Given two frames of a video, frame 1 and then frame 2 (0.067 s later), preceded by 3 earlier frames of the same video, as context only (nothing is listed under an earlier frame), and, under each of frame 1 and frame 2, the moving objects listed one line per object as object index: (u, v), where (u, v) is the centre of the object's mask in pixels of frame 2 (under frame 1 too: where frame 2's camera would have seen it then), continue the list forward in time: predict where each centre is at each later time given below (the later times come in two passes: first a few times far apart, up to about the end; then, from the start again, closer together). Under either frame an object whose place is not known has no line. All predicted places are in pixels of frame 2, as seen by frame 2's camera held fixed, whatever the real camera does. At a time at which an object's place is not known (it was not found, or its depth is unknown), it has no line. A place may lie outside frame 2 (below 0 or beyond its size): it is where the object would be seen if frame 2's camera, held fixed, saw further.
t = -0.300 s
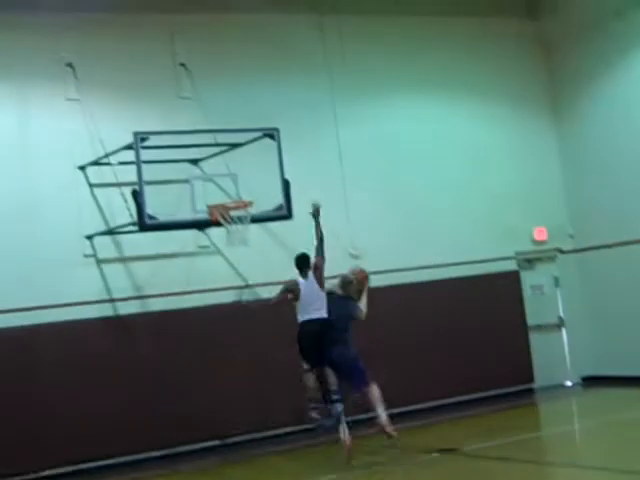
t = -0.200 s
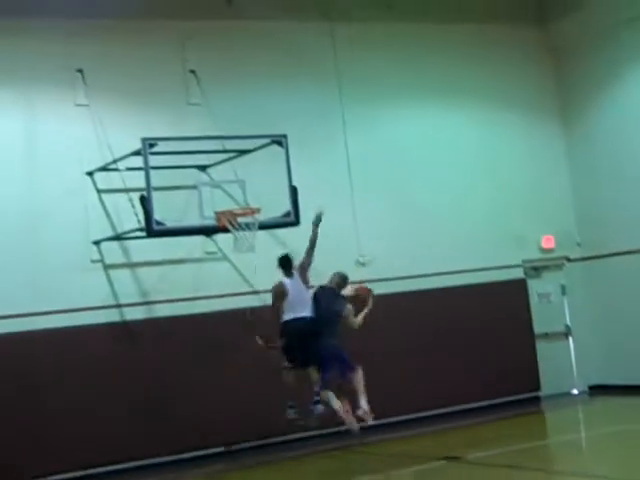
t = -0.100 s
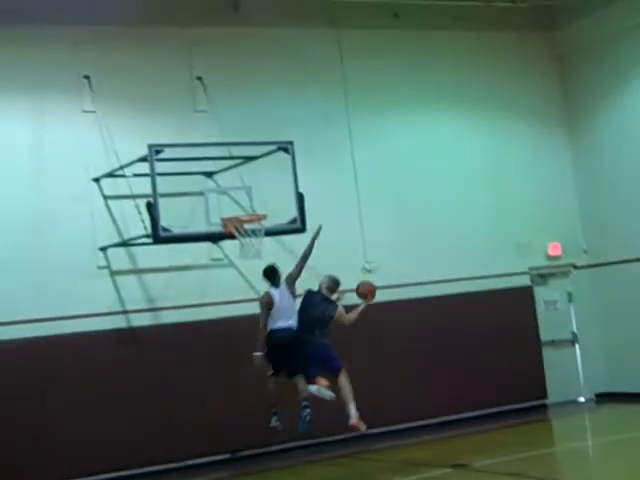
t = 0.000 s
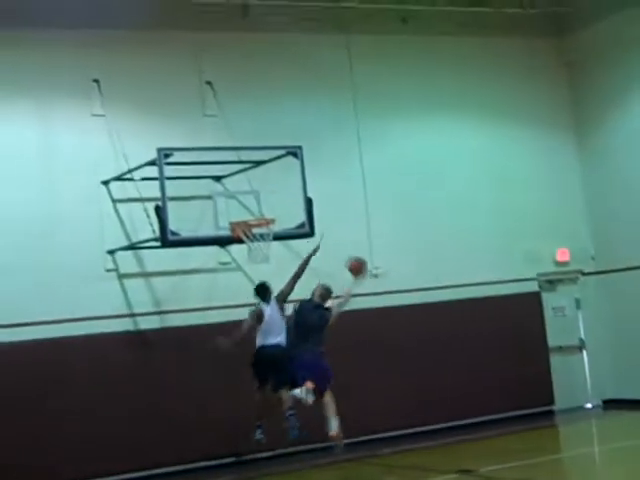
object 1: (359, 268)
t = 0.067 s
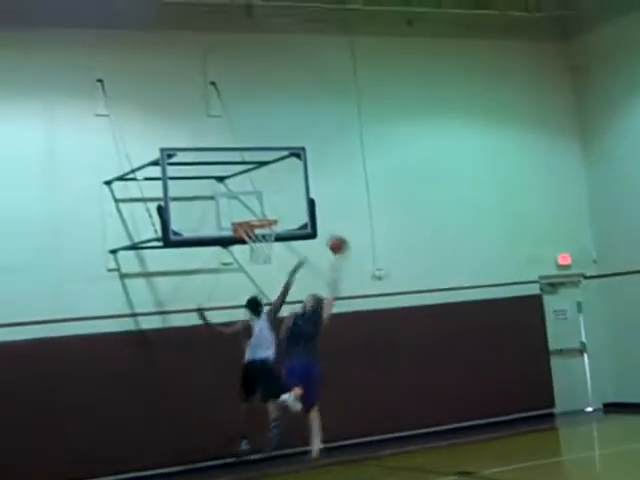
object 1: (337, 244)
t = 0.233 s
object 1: (283, 204)
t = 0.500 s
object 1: (253, 204)
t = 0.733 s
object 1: (247, 202)
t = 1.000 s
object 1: (251, 212)
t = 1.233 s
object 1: (258, 252)
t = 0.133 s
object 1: (317, 225)
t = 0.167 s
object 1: (306, 218)
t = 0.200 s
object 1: (293, 210)
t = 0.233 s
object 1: (283, 204)
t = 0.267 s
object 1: (279, 201)
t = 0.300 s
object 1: (275, 198)
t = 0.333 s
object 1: (271, 197)
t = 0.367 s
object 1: (267, 197)
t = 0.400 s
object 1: (263, 197)
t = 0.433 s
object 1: (260, 198)
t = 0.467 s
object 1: (256, 201)
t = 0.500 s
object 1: (253, 204)
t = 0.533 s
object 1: (249, 208)
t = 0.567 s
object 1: (247, 210)
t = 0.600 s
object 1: (247, 206)
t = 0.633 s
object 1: (247, 204)
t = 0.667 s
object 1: (247, 202)
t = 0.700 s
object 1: (247, 202)
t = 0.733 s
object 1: (247, 202)
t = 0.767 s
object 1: (247, 203)
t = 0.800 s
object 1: (247, 205)
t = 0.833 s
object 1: (247, 209)
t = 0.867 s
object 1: (247, 211)
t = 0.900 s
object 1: (248, 211)
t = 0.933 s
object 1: (249, 210)
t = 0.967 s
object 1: (249, 211)
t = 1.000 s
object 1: (251, 212)
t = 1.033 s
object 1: (251, 215)
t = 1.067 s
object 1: (253, 218)
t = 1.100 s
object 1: (255, 218)
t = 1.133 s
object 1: (259, 231)
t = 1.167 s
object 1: (257, 240)
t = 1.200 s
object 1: (260, 245)
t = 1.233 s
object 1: (258, 252)
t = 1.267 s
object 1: (261, 261)
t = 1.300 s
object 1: (263, 271)
